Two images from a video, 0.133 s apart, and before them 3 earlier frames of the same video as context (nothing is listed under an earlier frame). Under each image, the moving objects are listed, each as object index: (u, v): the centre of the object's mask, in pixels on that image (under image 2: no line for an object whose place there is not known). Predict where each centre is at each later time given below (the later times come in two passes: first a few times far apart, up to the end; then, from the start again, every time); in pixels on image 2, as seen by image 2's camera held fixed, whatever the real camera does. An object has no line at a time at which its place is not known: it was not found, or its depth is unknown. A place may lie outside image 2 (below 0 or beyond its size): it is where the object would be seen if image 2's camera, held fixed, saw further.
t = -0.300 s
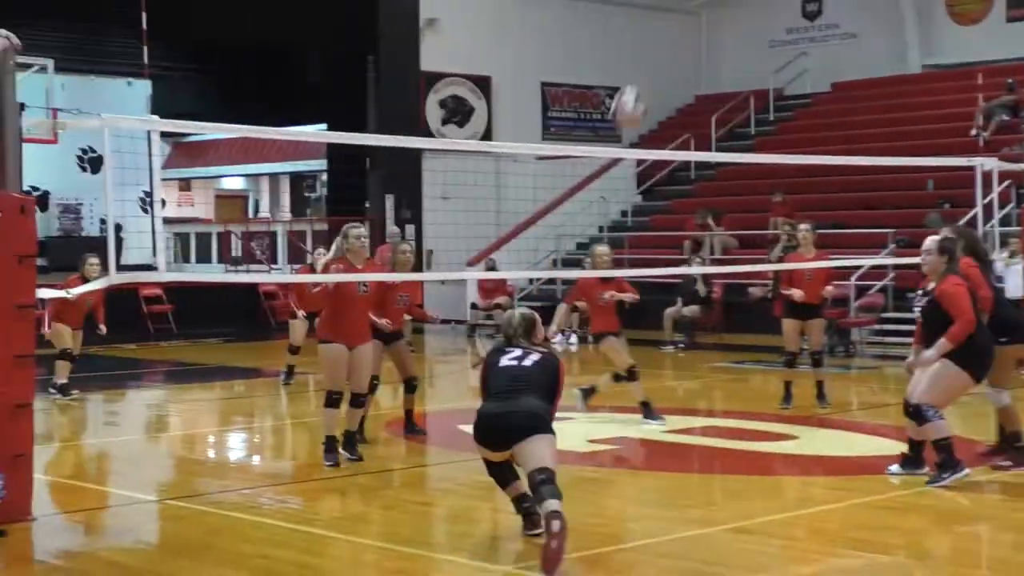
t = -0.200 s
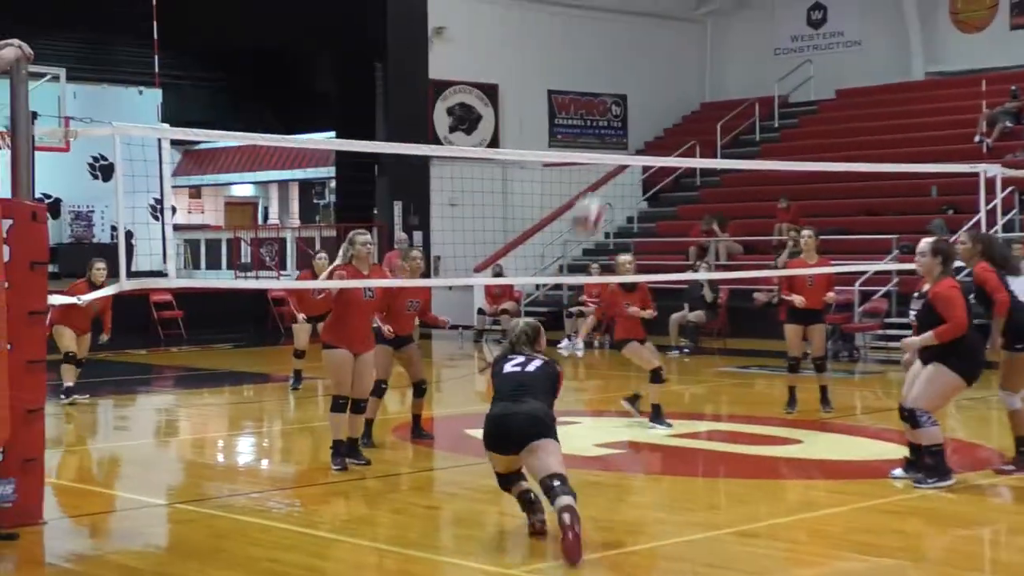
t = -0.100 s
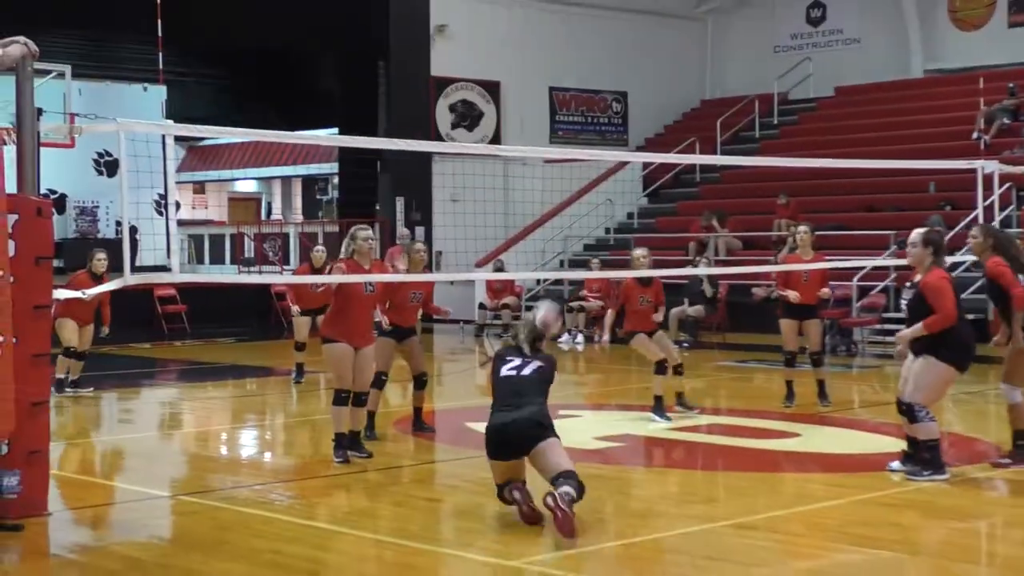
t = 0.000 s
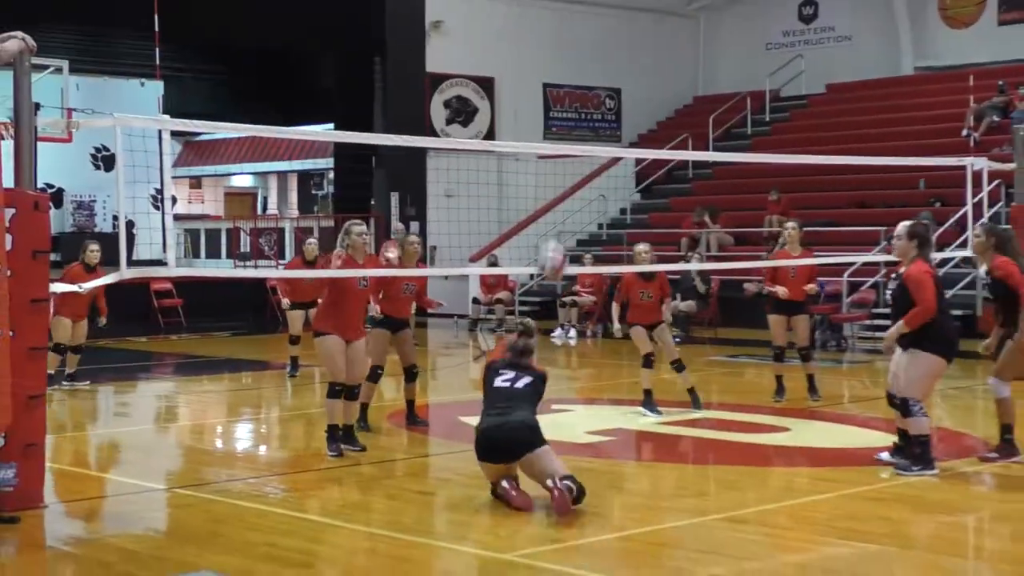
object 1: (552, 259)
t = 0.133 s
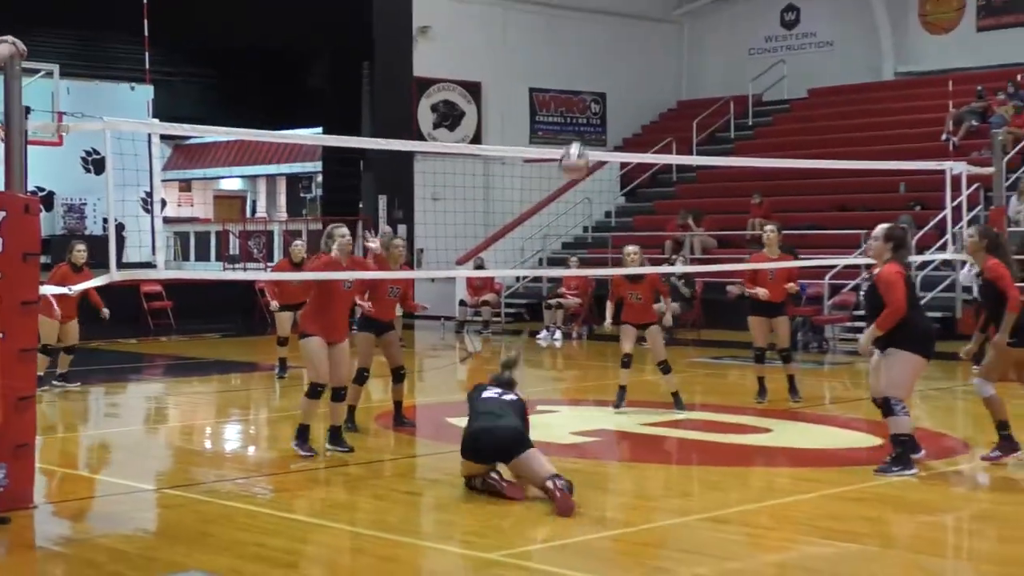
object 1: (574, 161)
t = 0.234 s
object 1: (601, 105)
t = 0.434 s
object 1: (651, 42)
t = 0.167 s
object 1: (584, 137)
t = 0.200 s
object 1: (592, 122)
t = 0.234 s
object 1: (601, 105)
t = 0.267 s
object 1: (610, 88)
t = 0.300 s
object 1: (618, 77)
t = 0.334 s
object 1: (627, 65)
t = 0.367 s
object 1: (635, 55)
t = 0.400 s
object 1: (643, 48)
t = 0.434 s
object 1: (651, 42)
